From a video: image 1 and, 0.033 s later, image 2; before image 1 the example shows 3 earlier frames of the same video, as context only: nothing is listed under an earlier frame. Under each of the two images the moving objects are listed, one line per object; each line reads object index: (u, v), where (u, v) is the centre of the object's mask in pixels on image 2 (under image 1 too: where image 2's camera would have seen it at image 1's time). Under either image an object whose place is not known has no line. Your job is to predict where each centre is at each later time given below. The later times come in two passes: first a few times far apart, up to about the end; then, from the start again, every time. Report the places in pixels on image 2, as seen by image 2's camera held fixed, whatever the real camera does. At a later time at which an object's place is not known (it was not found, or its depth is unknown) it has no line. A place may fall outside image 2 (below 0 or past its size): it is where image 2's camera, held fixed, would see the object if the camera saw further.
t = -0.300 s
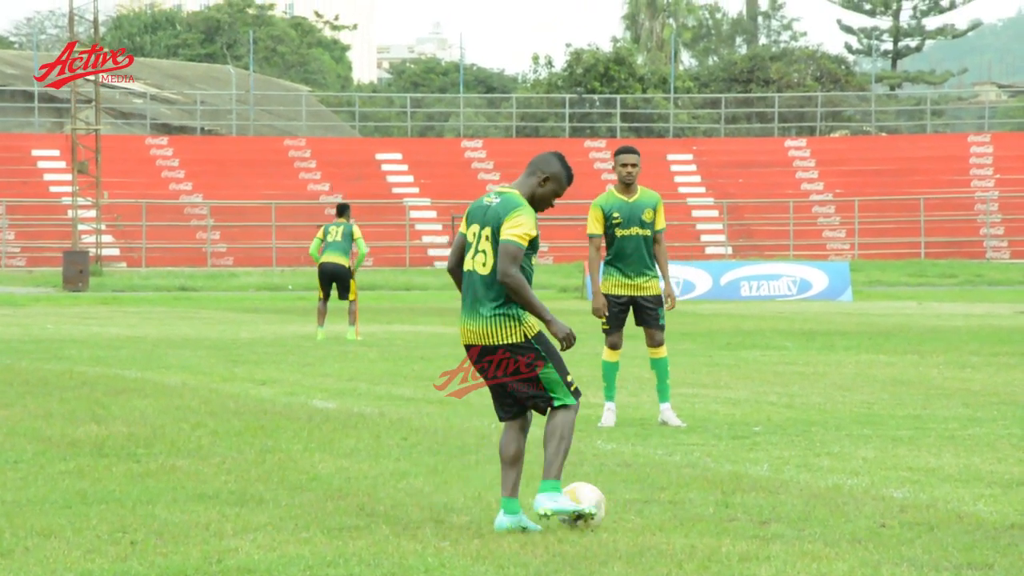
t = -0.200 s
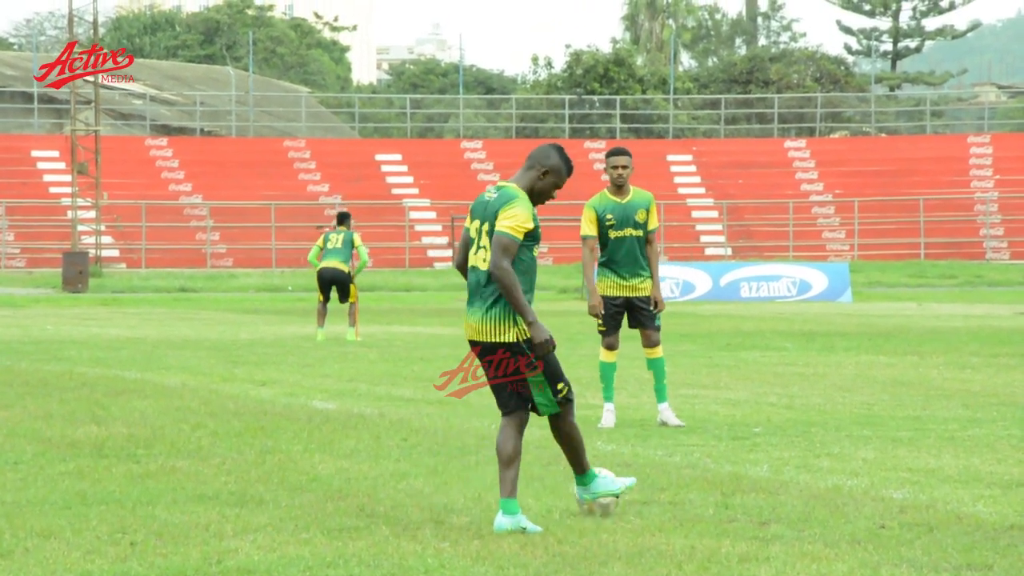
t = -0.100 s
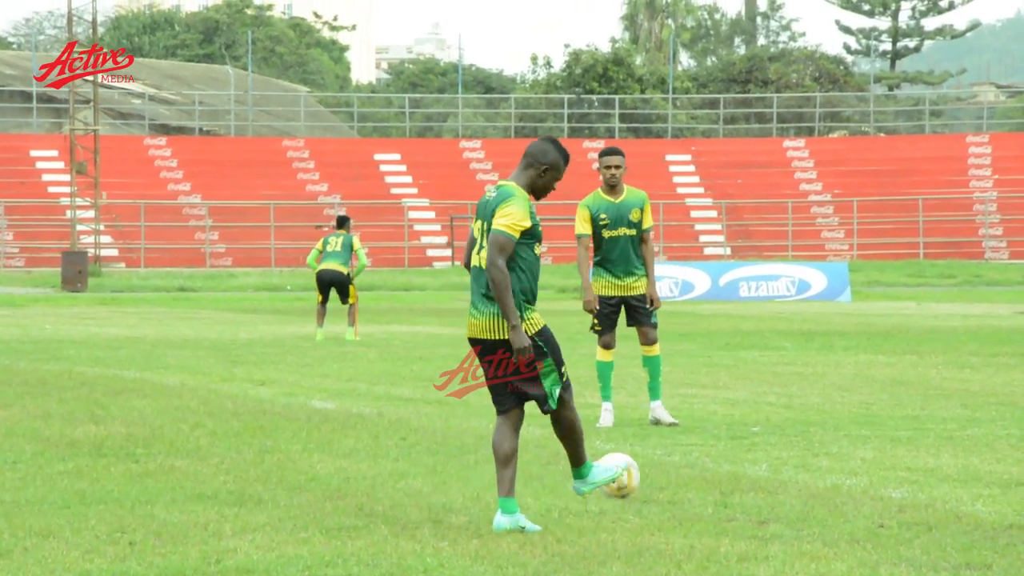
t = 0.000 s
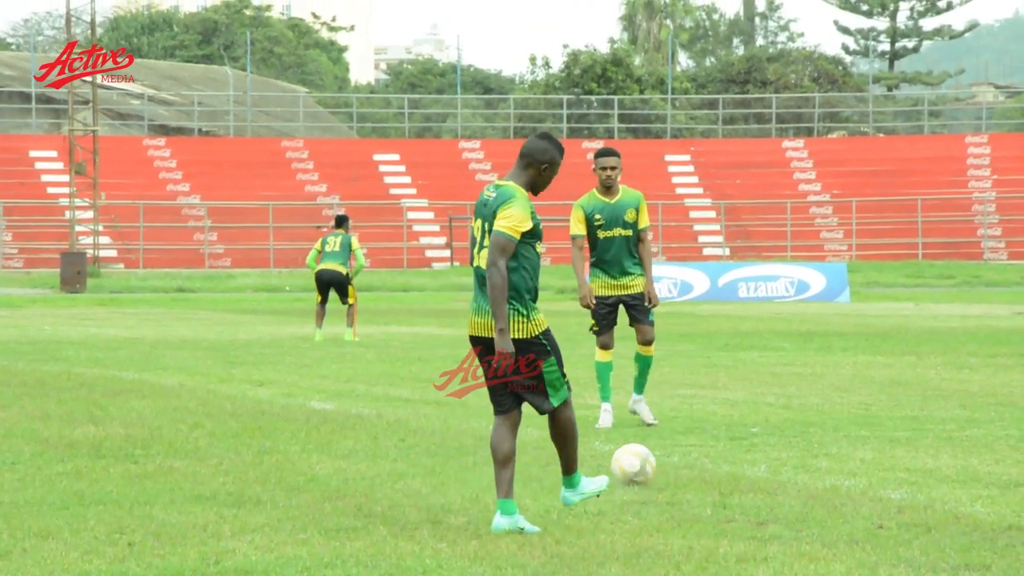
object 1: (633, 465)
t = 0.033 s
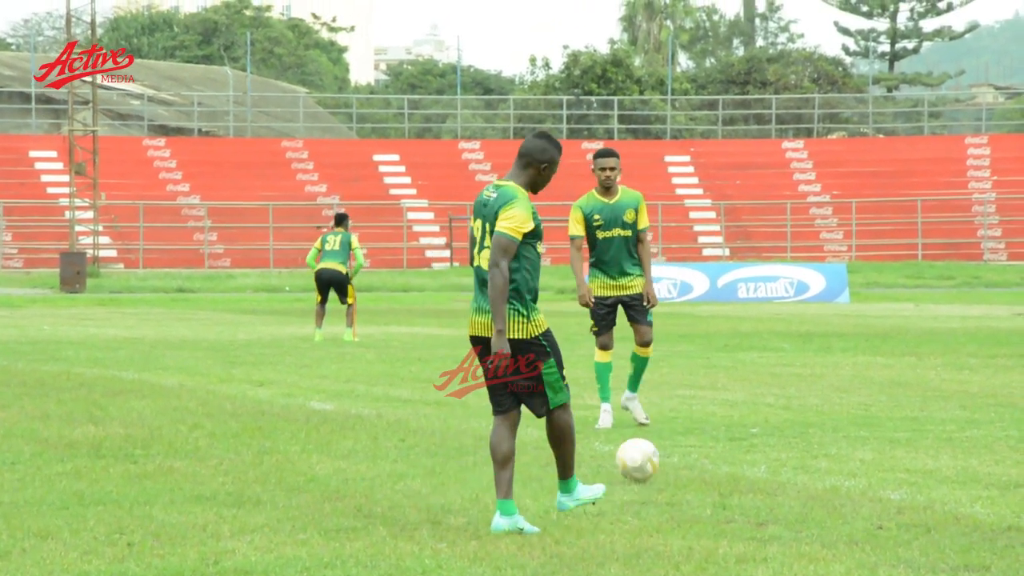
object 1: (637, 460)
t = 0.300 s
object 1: (666, 442)
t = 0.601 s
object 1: (683, 426)
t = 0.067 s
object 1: (642, 455)
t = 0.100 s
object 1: (646, 453)
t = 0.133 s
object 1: (650, 452)
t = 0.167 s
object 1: (655, 453)
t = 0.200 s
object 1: (657, 448)
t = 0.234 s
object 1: (660, 445)
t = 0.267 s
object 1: (663, 443)
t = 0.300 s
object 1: (666, 442)
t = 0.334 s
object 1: (668, 439)
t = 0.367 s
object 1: (670, 438)
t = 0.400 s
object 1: (672, 436)
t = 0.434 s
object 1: (674, 432)
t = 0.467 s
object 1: (676, 427)
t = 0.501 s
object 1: (678, 424)
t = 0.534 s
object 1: (680, 423)
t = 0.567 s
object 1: (681, 423)
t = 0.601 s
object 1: (683, 426)
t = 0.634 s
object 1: (684, 422)
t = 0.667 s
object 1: (685, 415)
